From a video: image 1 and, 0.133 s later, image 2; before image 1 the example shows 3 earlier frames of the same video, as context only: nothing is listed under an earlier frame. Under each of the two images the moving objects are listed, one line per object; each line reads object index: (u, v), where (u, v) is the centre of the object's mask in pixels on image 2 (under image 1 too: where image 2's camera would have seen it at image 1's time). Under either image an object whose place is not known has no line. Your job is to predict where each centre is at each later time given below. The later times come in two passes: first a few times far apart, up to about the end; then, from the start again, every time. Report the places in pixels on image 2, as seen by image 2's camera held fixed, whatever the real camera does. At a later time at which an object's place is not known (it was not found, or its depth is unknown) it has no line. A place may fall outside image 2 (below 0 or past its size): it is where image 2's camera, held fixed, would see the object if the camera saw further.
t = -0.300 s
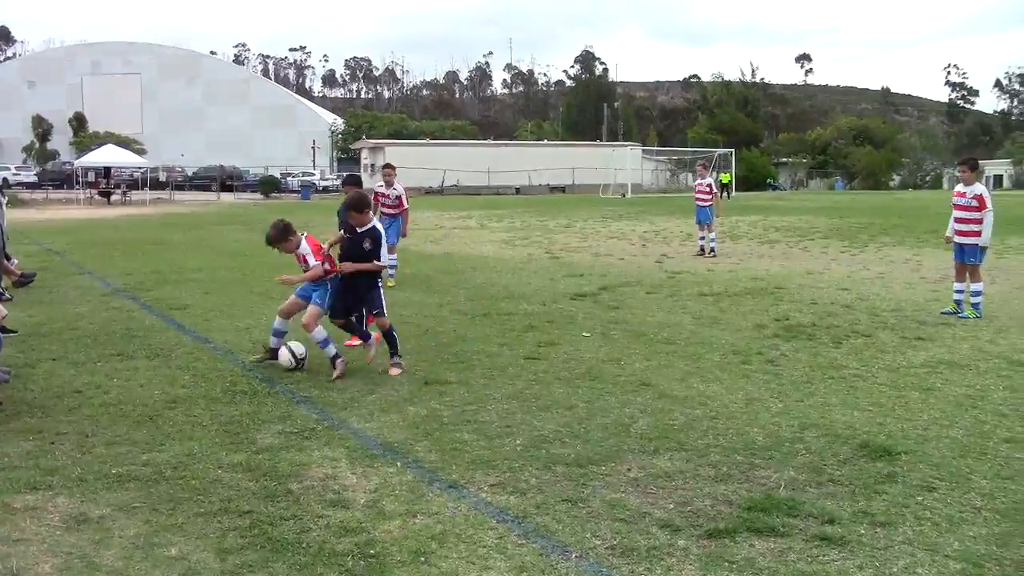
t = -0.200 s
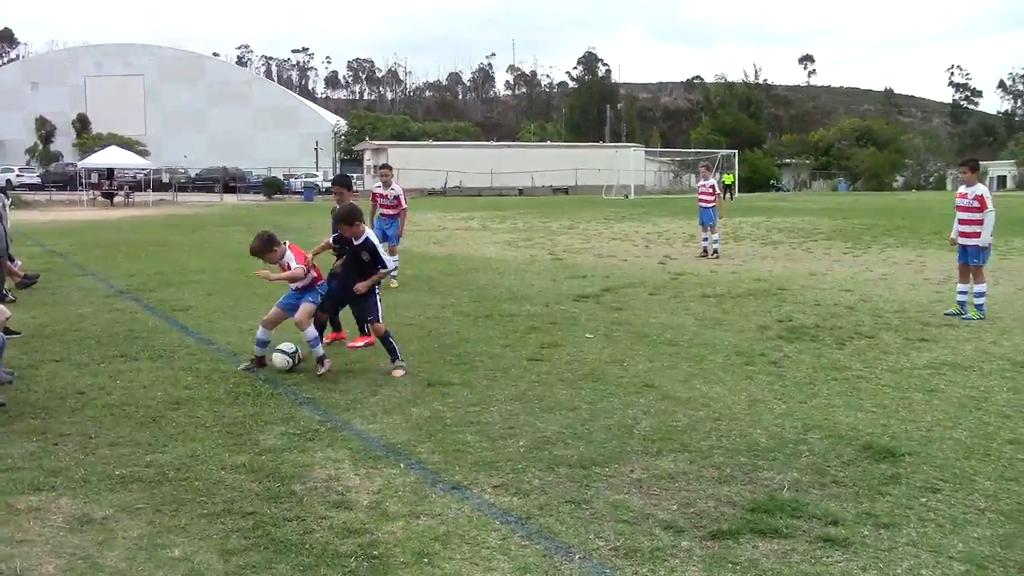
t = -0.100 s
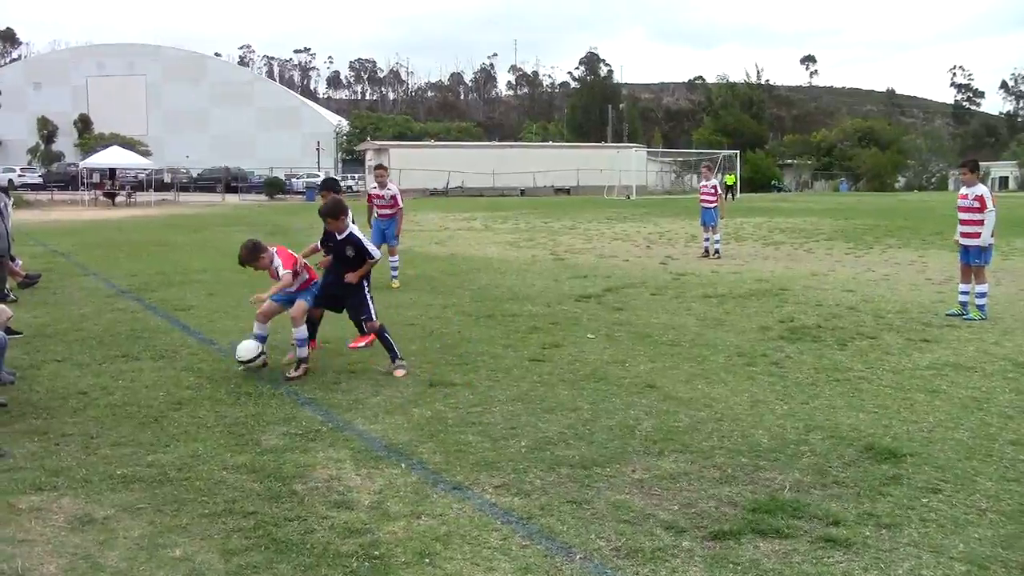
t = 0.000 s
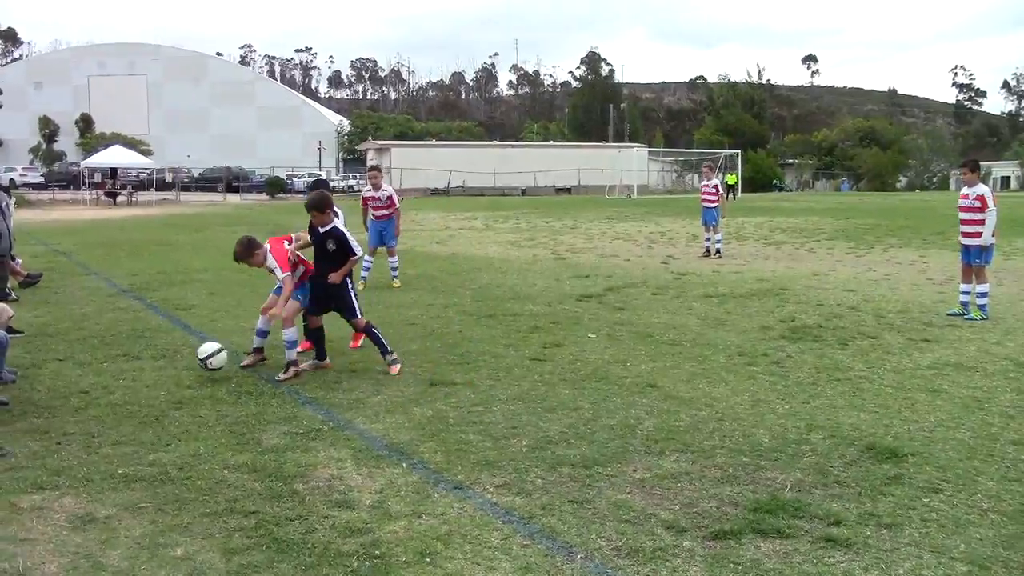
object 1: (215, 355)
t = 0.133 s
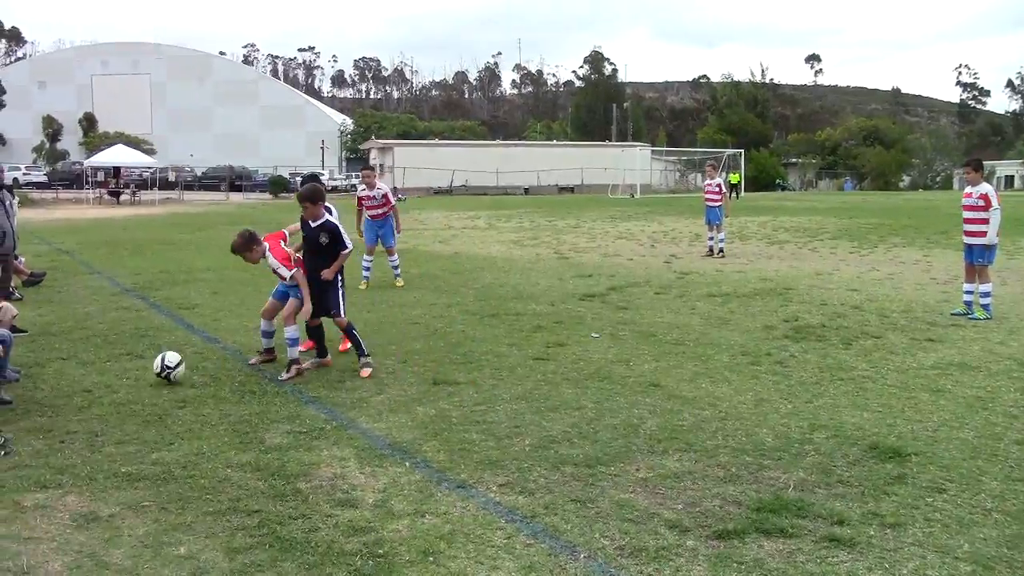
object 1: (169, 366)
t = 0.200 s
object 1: (154, 366)
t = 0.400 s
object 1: (105, 374)
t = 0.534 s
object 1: (73, 375)
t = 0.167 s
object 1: (162, 365)
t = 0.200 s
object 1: (154, 366)
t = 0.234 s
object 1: (146, 369)
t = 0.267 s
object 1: (139, 371)
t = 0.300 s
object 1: (131, 371)
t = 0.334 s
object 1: (122, 371)
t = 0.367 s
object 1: (114, 372)
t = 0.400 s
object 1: (105, 374)
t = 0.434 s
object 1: (97, 375)
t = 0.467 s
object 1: (89, 375)
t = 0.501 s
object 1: (80, 375)
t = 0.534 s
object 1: (73, 375)
